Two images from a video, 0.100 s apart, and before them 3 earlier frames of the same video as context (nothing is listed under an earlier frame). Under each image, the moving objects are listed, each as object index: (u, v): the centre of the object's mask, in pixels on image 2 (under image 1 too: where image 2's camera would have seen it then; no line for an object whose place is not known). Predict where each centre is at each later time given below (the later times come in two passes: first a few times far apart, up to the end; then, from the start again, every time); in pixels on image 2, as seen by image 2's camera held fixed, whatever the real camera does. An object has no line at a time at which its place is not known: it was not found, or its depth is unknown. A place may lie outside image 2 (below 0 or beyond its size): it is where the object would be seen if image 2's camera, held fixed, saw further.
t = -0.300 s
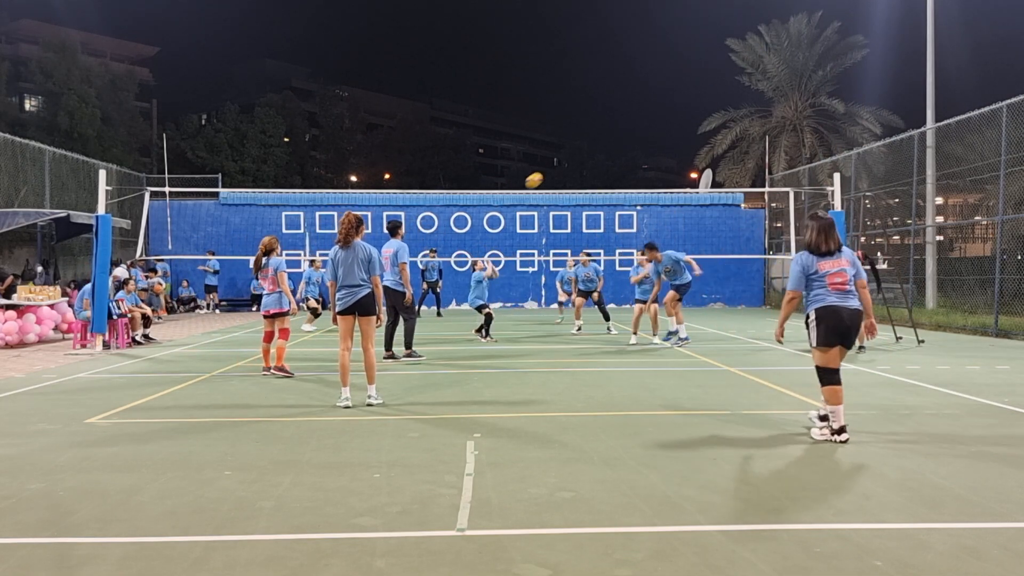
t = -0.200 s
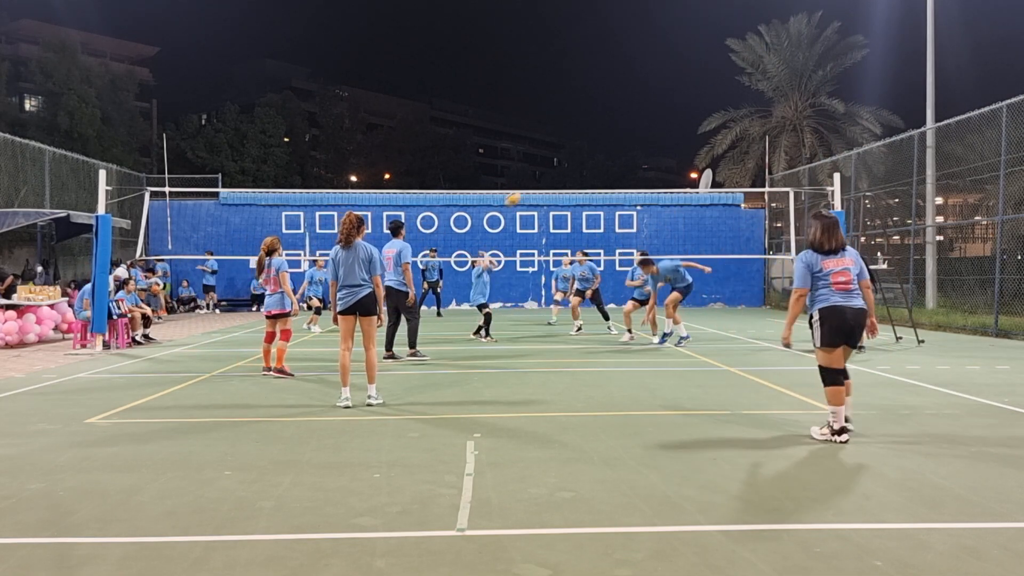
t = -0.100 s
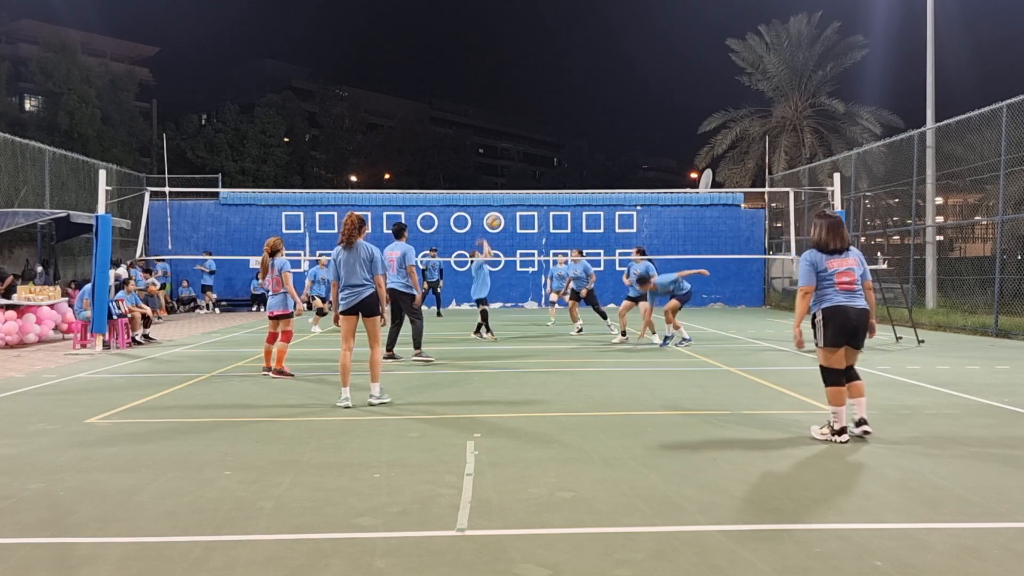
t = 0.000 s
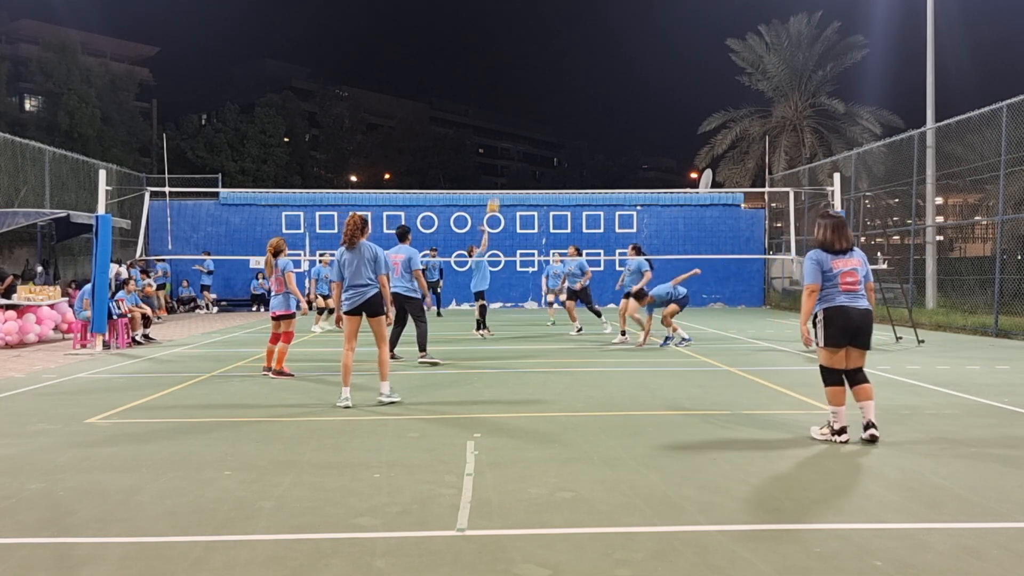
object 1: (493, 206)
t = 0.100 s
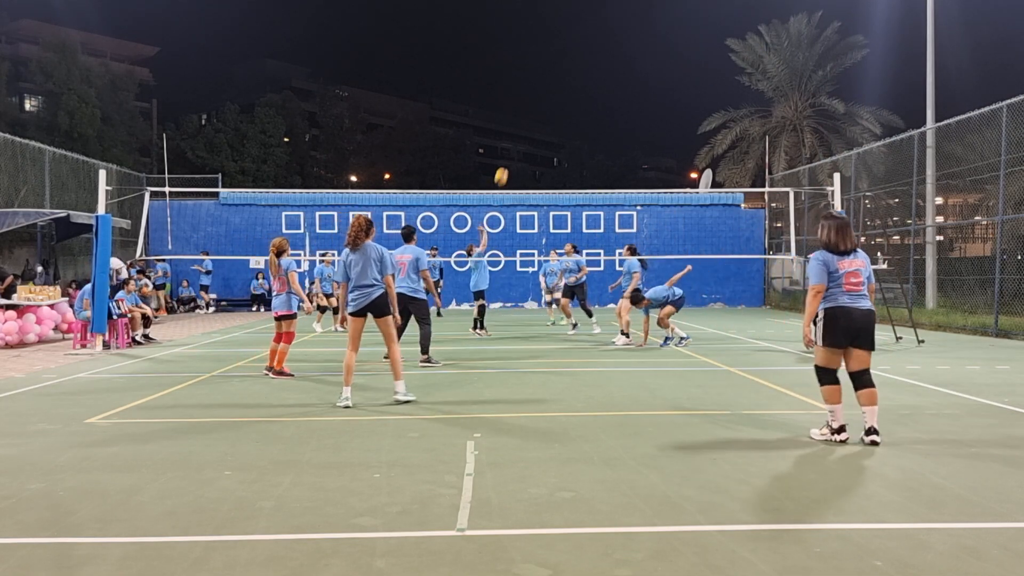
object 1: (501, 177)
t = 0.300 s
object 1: (517, 135)
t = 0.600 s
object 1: (539, 117)
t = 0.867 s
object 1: (556, 141)
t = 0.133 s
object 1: (504, 168)
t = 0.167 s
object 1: (507, 160)
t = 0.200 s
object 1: (509, 153)
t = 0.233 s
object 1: (512, 146)
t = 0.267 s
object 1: (515, 140)
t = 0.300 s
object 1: (517, 135)
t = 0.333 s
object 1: (520, 130)
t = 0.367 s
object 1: (522, 126)
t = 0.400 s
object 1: (525, 123)
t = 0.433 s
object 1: (527, 120)
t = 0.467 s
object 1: (530, 118)
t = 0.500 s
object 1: (532, 117)
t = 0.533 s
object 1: (534, 116)
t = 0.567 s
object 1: (537, 116)
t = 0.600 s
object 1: (539, 117)
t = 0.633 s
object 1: (541, 118)
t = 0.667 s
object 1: (543, 119)
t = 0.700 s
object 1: (545, 122)
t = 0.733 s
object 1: (548, 124)
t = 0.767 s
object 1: (550, 128)
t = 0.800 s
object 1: (552, 131)
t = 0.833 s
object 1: (554, 136)
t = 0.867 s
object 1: (556, 141)
